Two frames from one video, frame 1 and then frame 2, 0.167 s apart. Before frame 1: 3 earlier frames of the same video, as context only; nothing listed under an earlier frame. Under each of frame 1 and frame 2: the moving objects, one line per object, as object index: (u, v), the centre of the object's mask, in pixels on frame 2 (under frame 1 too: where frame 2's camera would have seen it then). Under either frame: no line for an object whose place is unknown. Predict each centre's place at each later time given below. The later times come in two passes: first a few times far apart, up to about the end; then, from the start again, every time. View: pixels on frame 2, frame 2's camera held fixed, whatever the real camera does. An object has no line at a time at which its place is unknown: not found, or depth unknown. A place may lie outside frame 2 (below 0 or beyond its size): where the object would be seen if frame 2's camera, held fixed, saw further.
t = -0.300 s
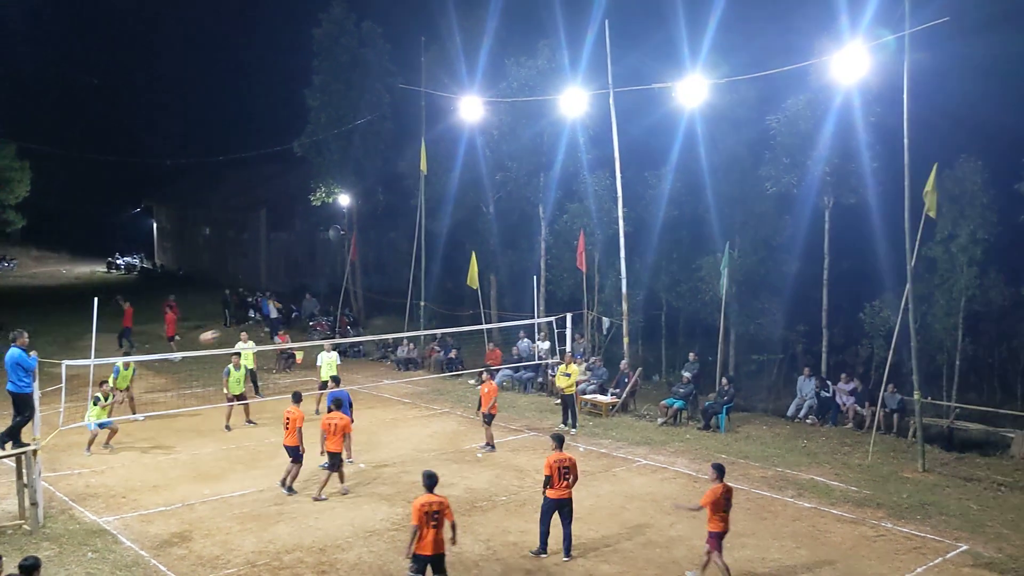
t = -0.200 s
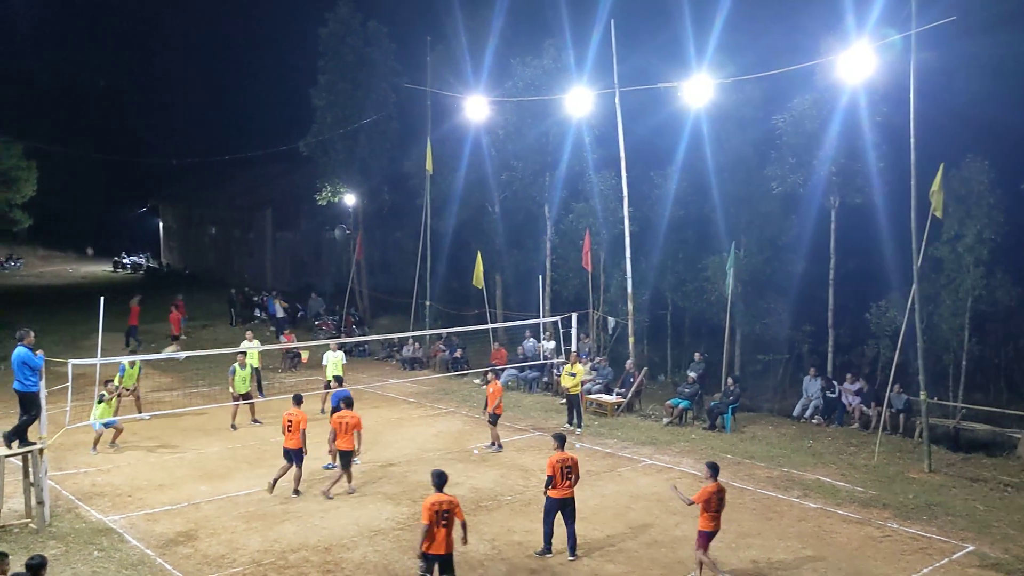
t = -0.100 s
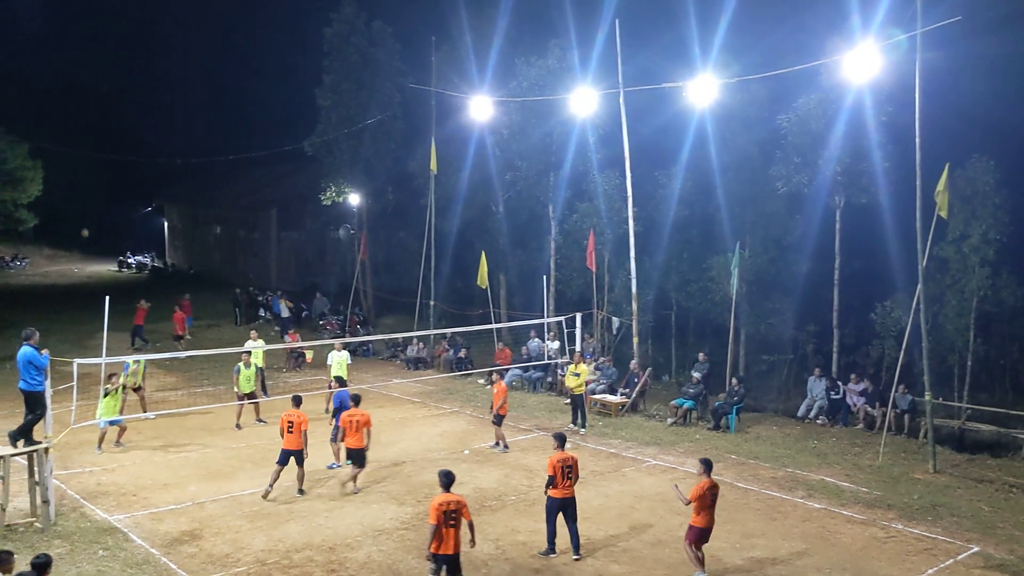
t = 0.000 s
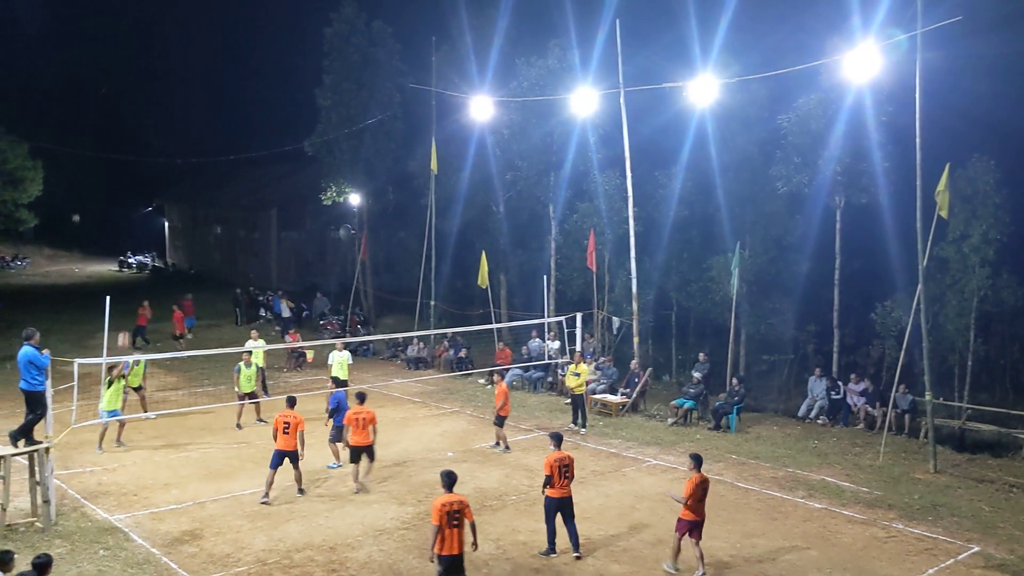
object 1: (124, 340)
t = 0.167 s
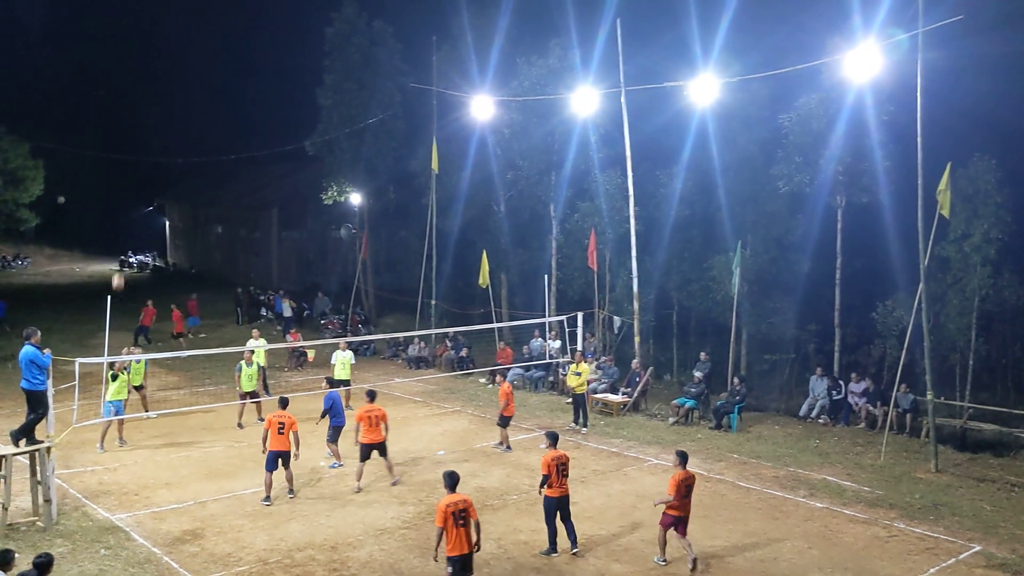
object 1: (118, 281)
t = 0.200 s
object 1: (116, 272)
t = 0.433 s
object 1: (107, 219)
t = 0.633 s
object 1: (101, 196)
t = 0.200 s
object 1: (116, 272)
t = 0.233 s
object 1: (115, 263)
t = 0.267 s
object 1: (113, 253)
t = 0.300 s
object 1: (112, 245)
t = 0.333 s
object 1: (111, 238)
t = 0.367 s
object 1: (110, 231)
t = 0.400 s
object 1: (109, 224)
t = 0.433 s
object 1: (107, 219)
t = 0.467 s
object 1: (106, 213)
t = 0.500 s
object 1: (105, 208)
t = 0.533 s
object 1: (104, 204)
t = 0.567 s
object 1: (103, 201)
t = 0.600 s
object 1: (102, 198)
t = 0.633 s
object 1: (101, 196)
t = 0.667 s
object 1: (99, 194)
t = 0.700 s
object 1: (98, 192)
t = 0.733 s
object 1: (97, 192)
